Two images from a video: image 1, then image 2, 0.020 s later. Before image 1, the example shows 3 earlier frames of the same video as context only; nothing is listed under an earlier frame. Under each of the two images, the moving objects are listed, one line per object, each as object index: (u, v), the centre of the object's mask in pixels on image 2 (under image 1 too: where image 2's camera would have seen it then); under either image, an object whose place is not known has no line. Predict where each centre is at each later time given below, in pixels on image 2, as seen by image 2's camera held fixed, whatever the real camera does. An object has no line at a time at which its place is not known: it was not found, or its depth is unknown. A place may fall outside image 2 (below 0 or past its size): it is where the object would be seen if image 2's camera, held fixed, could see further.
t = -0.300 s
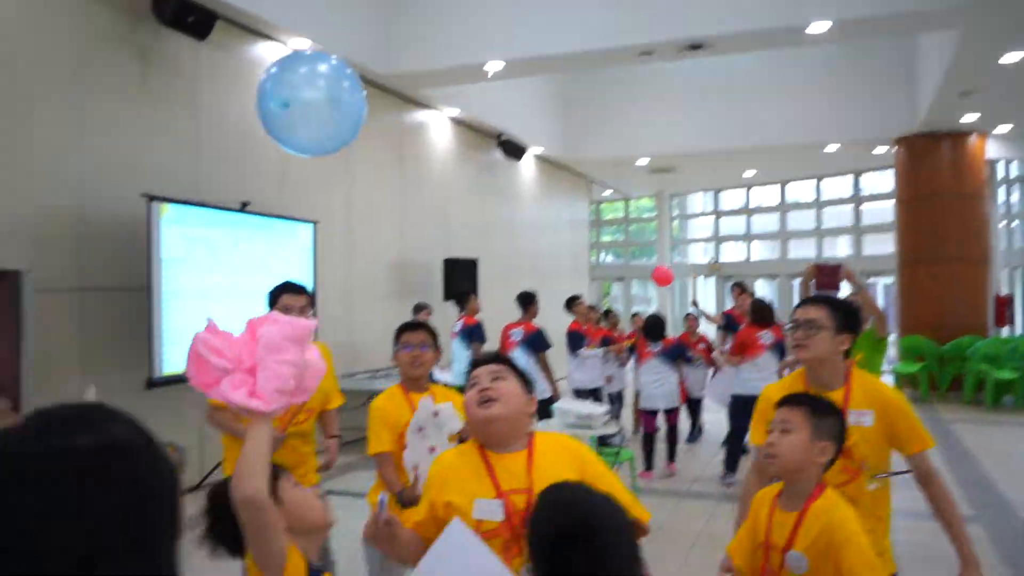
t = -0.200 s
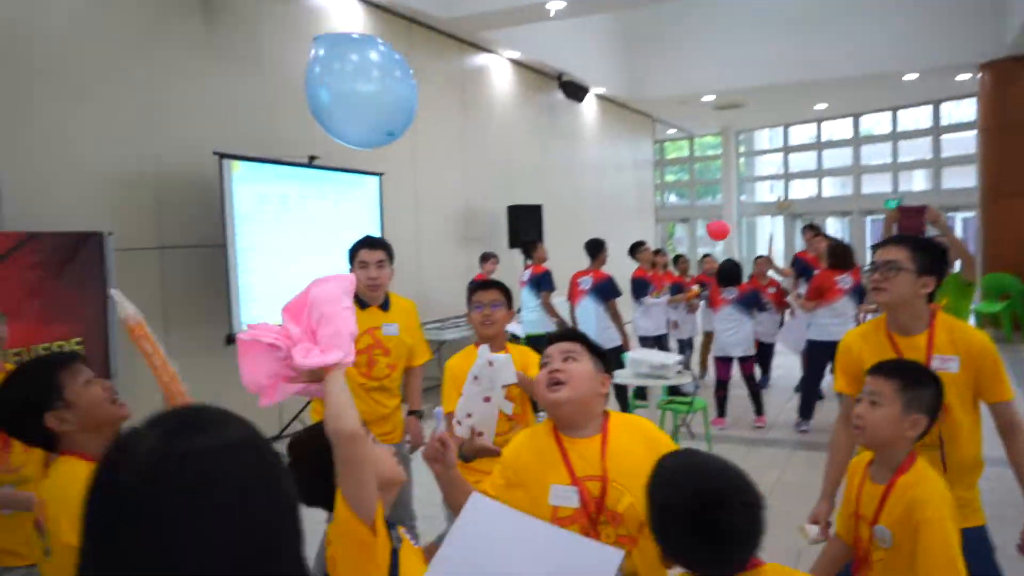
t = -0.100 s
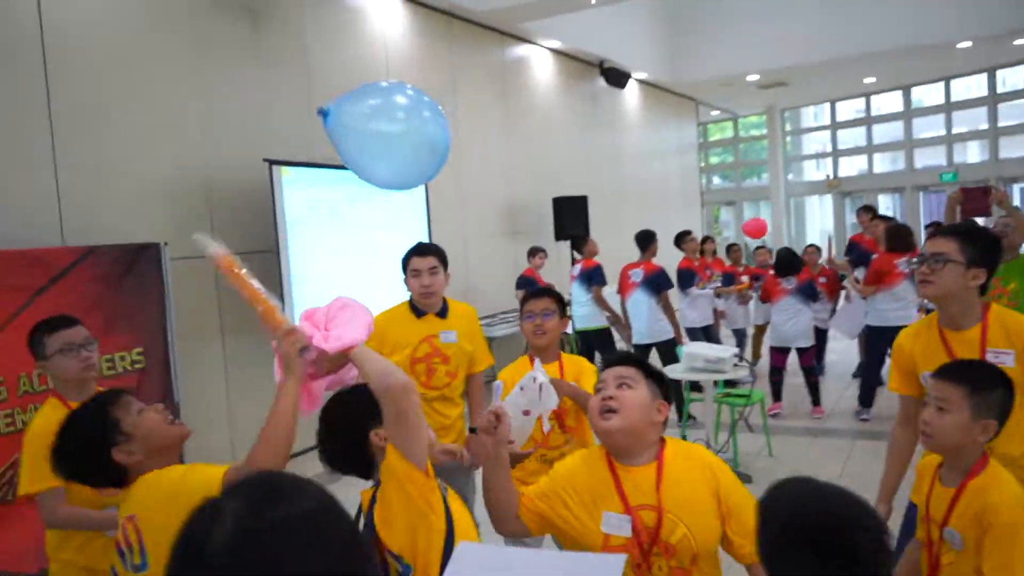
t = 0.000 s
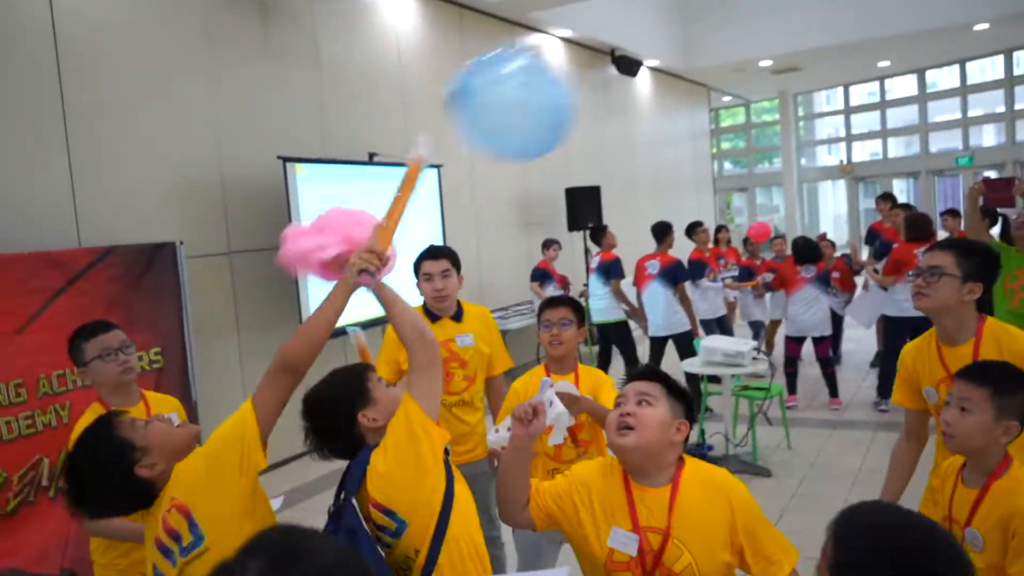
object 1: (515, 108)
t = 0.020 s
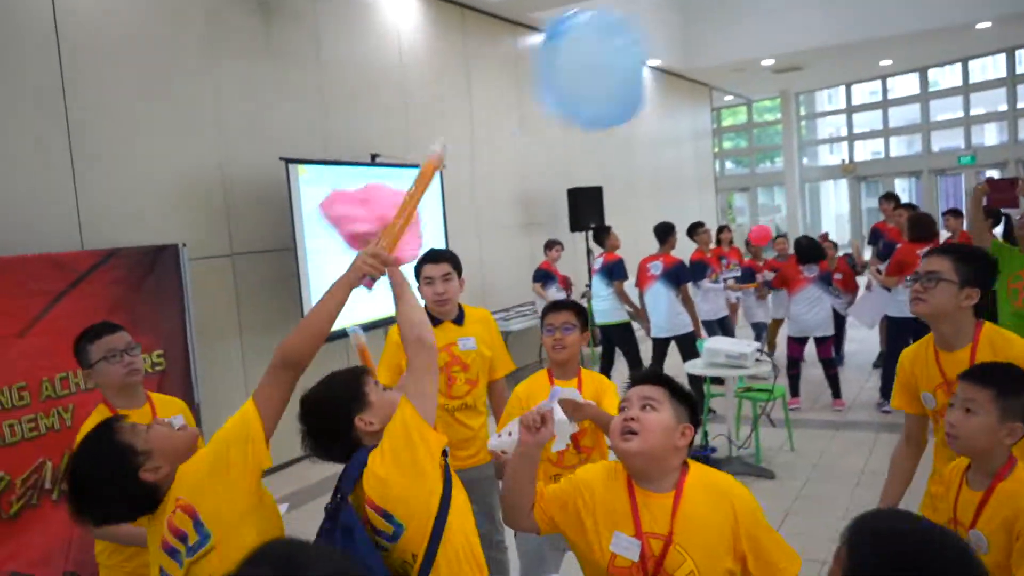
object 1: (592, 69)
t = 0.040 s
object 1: (669, 44)
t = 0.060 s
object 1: (740, 30)
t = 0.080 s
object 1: (807, 21)
